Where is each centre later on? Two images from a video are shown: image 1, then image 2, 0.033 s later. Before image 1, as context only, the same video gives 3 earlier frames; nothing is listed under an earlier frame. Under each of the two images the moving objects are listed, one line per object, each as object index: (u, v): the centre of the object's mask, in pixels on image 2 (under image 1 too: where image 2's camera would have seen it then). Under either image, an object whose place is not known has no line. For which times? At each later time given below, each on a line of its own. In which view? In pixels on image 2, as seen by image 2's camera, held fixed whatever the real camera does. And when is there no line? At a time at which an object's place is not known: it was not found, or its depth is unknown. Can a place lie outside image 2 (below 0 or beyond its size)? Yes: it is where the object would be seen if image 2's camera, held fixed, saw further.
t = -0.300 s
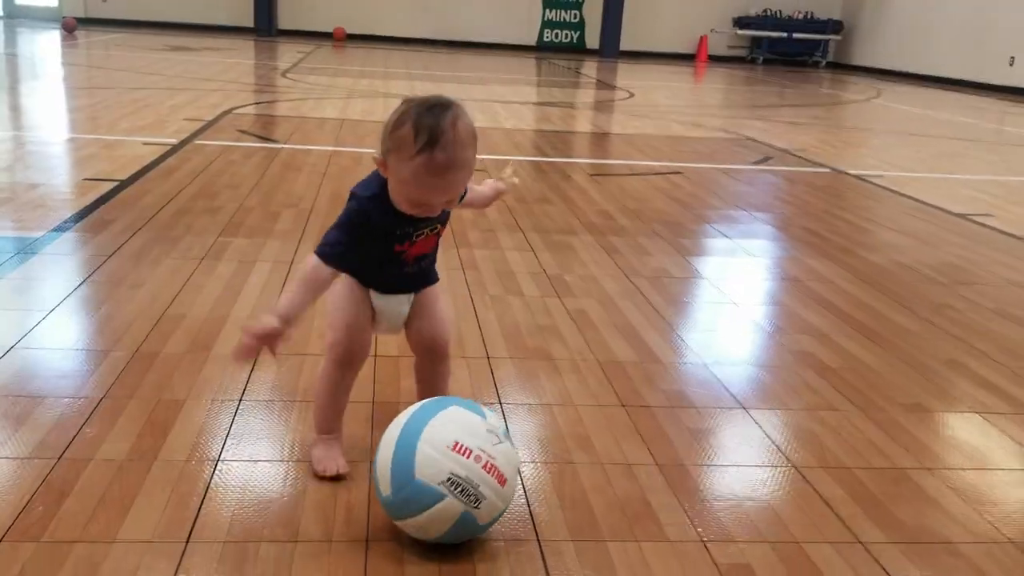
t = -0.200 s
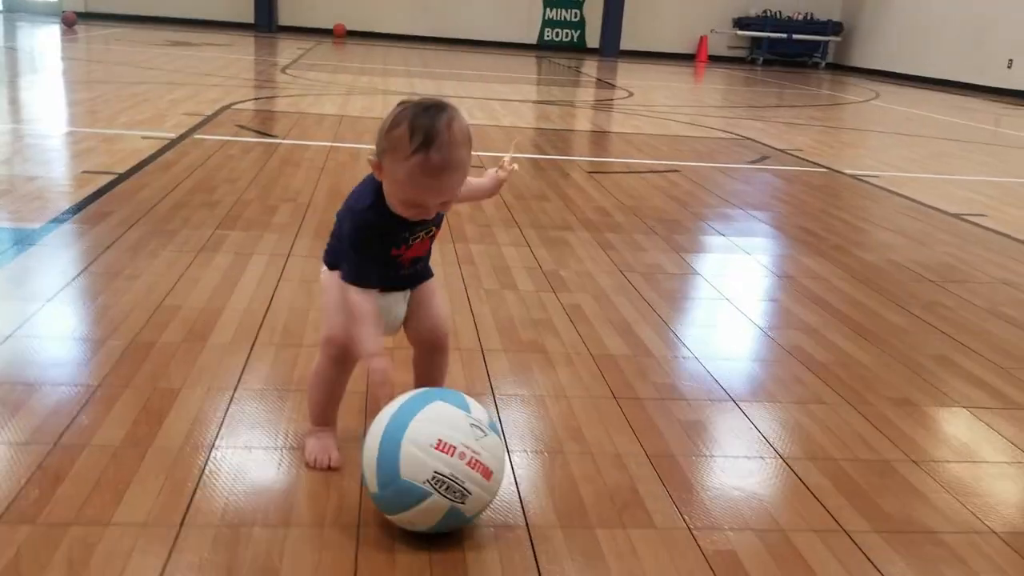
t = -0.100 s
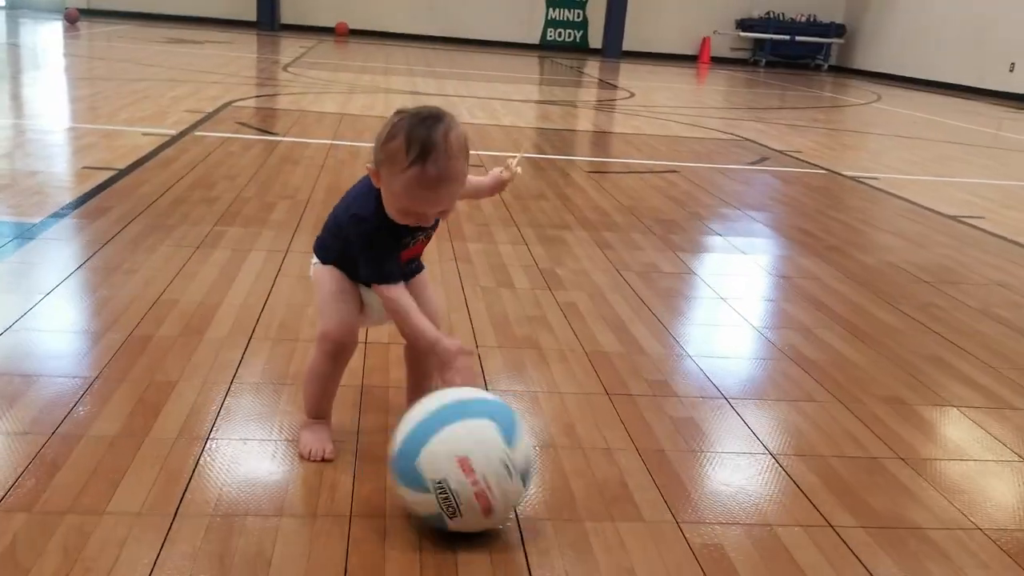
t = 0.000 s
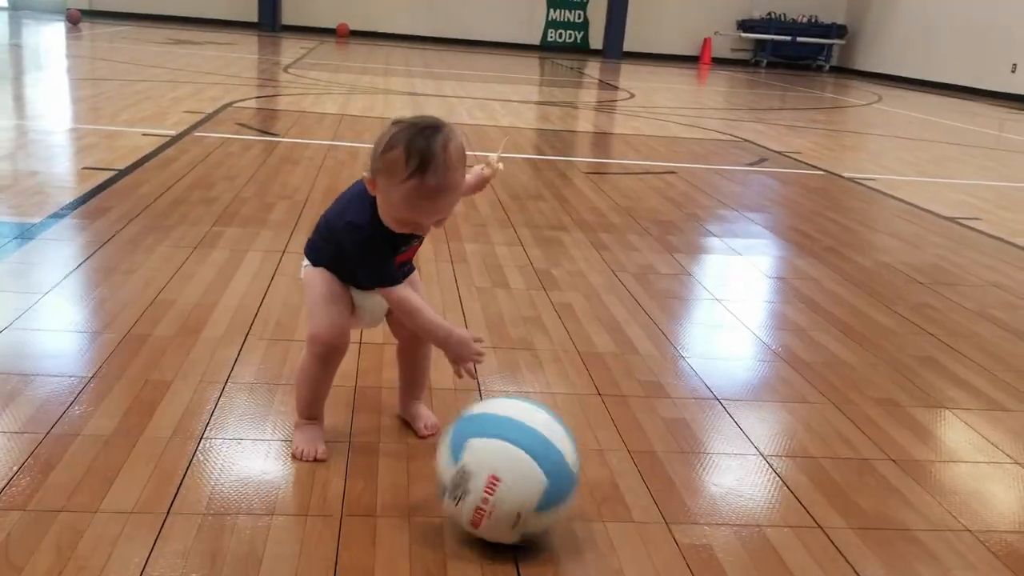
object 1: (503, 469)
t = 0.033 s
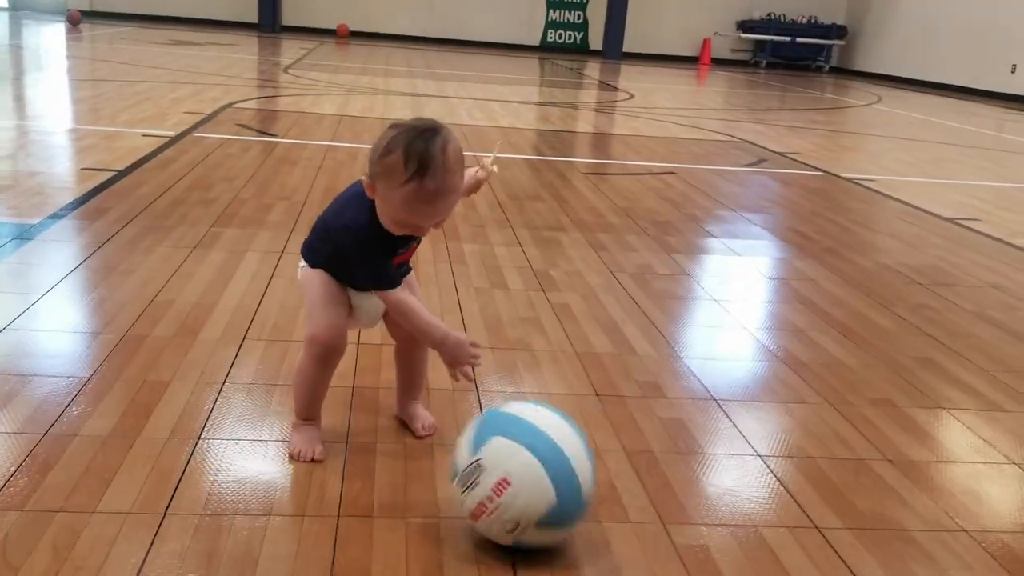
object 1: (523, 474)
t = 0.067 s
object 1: (543, 478)
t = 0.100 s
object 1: (562, 481)
